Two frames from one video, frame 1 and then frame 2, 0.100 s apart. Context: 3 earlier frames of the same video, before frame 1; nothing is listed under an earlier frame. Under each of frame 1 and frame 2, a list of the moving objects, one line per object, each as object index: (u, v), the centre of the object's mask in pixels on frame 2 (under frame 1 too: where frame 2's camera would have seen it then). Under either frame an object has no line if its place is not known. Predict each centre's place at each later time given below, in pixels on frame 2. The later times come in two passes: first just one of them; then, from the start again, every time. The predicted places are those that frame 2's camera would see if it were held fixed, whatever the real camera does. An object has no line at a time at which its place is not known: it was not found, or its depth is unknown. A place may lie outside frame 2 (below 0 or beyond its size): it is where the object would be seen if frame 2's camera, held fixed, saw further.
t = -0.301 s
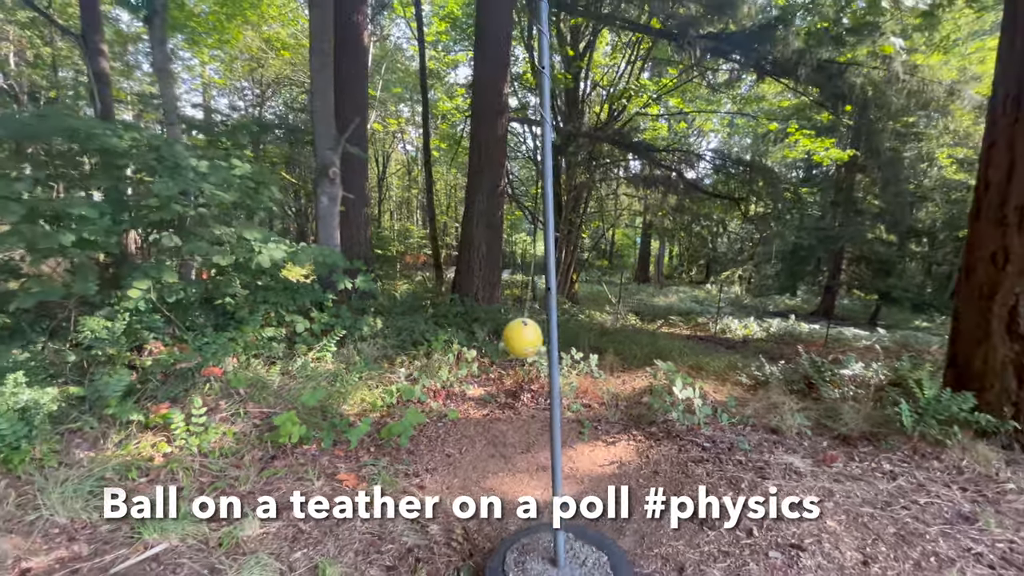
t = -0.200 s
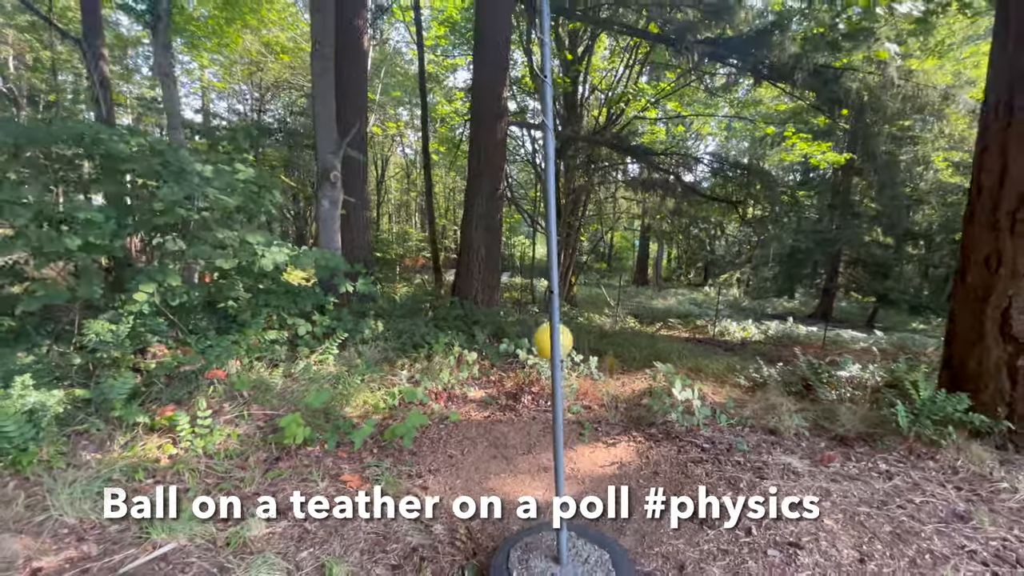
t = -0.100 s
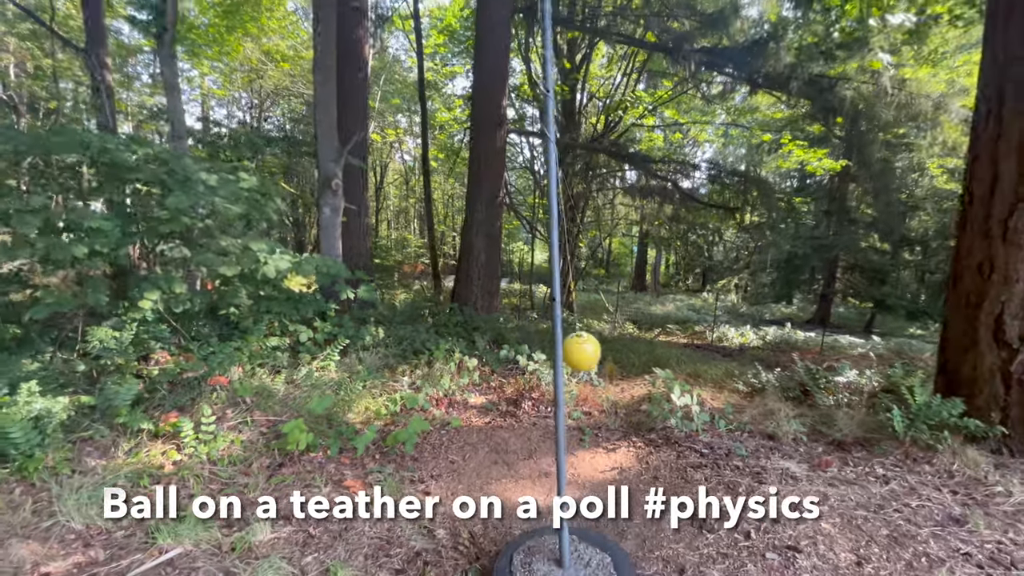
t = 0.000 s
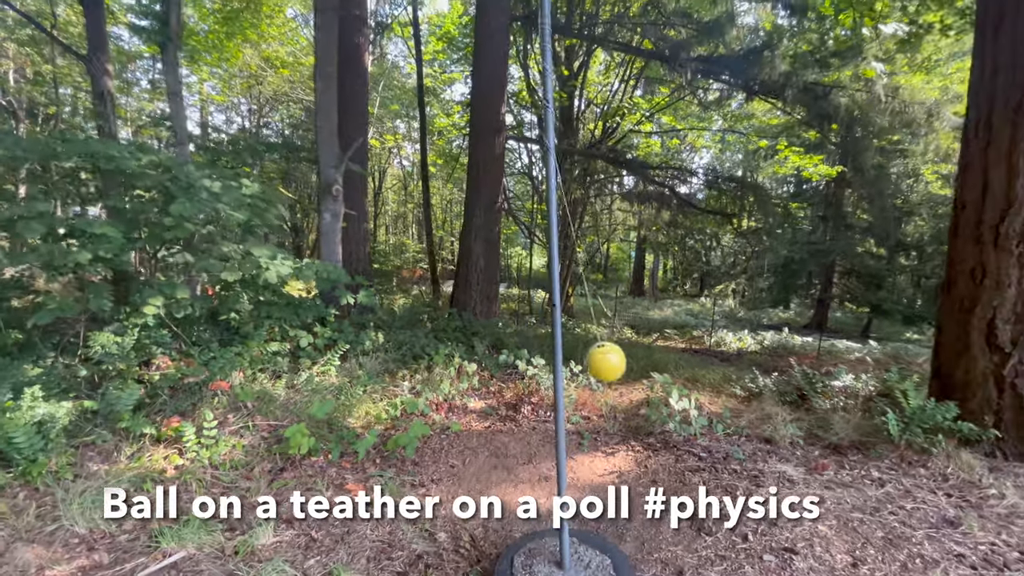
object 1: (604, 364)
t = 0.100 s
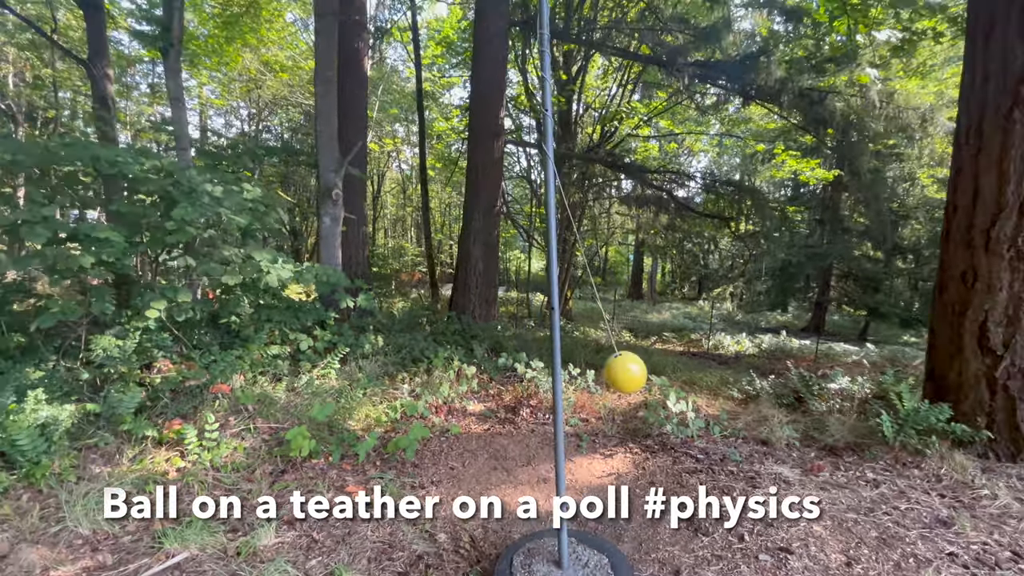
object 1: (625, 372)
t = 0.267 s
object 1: (650, 390)
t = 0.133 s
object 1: (631, 375)
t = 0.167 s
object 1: (637, 379)
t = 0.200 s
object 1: (642, 382)
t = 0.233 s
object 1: (647, 386)
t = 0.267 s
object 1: (650, 390)
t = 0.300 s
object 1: (651, 394)
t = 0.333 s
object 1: (652, 398)
